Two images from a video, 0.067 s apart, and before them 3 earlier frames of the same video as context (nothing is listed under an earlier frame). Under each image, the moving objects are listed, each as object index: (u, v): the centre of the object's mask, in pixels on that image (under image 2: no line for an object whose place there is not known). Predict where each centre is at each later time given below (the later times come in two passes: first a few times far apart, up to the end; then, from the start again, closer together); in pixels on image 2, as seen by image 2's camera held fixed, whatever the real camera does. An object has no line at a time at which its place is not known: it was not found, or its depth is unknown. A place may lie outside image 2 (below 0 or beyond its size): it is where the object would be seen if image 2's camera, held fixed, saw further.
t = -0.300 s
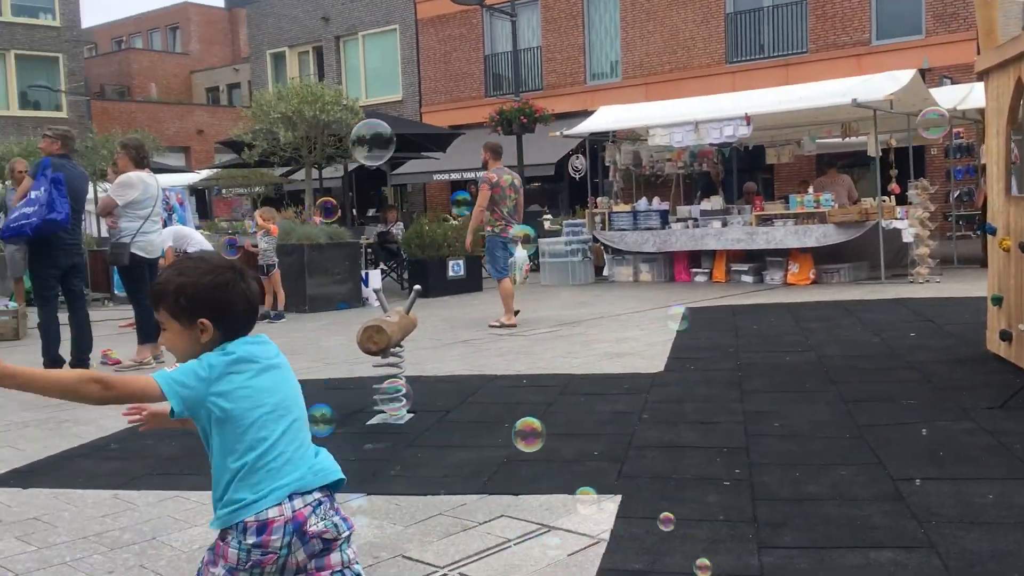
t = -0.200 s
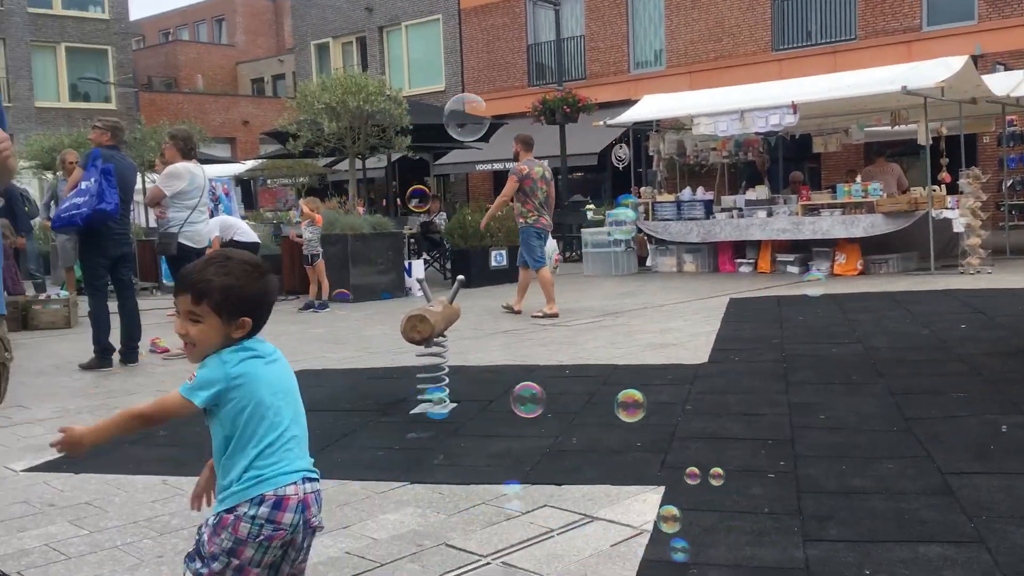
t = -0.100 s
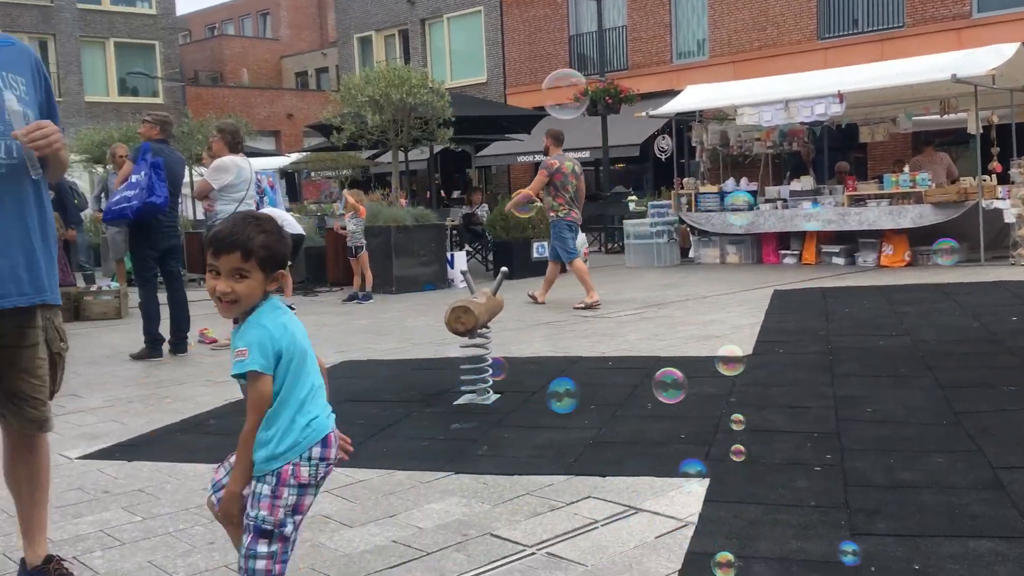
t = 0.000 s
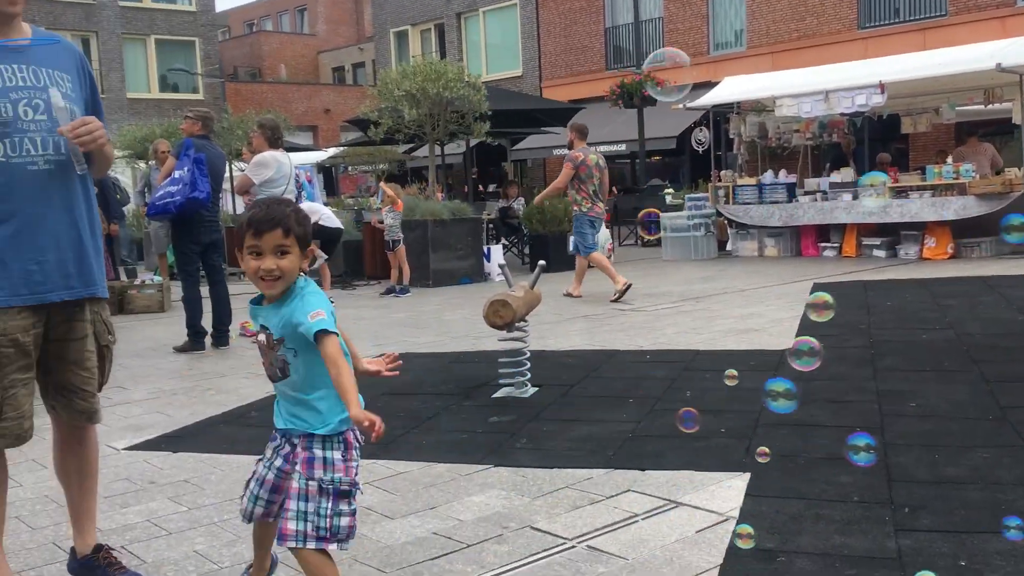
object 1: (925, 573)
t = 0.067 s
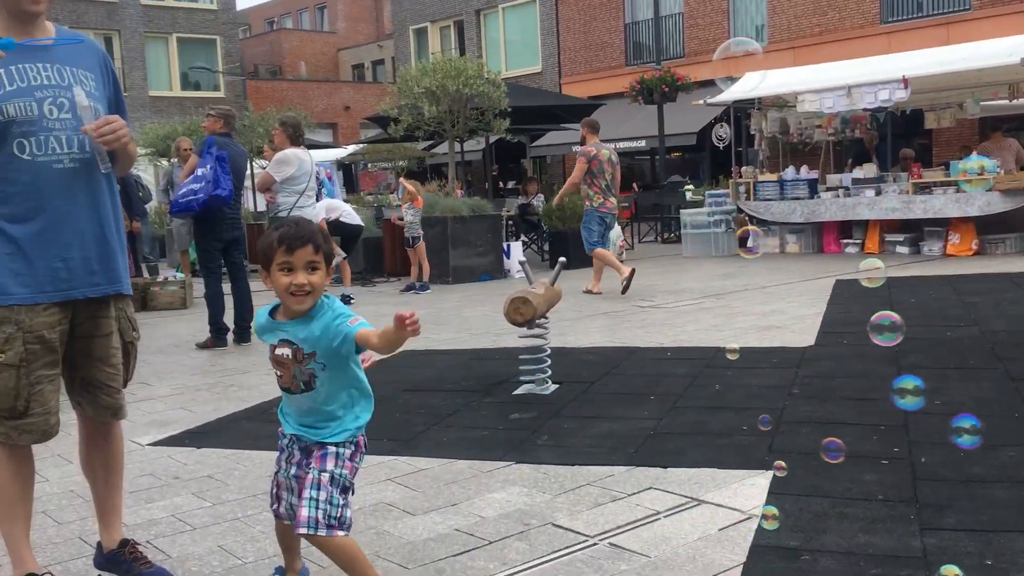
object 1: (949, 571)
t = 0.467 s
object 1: (982, 435)
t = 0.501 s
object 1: (988, 425)
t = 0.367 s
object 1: (965, 471)
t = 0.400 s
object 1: (971, 458)
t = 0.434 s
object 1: (976, 446)
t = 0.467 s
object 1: (982, 435)
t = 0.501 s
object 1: (988, 425)
